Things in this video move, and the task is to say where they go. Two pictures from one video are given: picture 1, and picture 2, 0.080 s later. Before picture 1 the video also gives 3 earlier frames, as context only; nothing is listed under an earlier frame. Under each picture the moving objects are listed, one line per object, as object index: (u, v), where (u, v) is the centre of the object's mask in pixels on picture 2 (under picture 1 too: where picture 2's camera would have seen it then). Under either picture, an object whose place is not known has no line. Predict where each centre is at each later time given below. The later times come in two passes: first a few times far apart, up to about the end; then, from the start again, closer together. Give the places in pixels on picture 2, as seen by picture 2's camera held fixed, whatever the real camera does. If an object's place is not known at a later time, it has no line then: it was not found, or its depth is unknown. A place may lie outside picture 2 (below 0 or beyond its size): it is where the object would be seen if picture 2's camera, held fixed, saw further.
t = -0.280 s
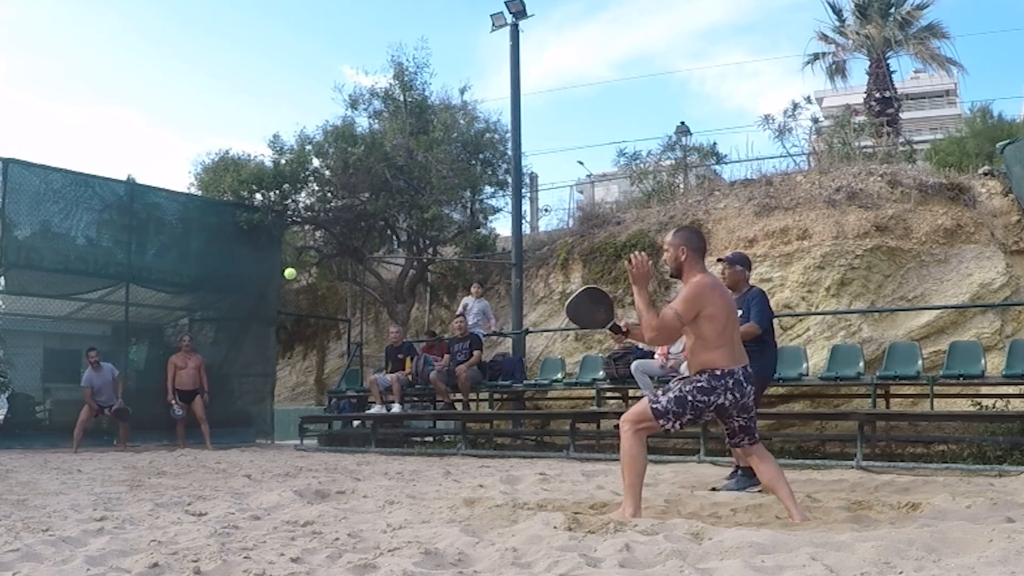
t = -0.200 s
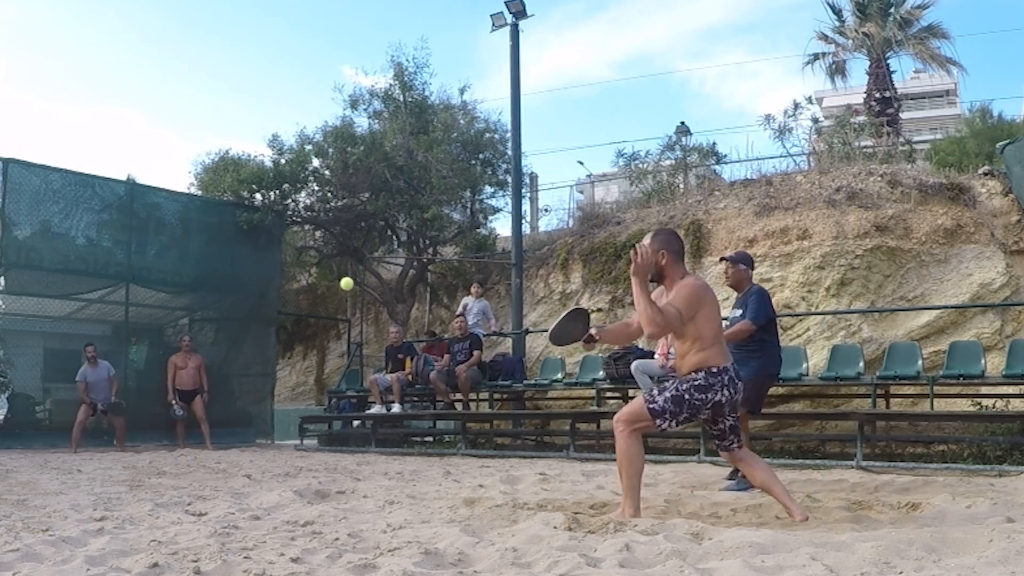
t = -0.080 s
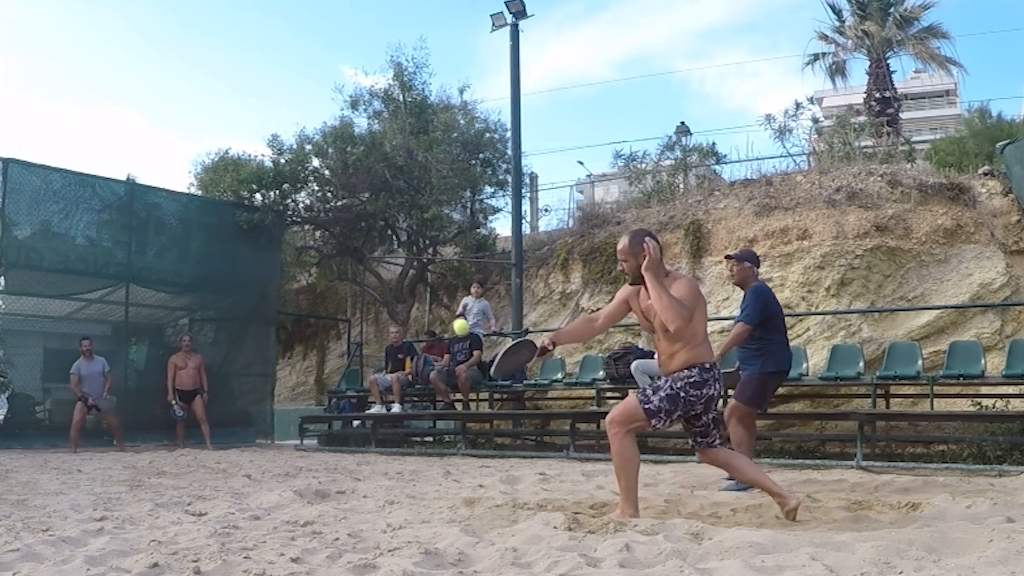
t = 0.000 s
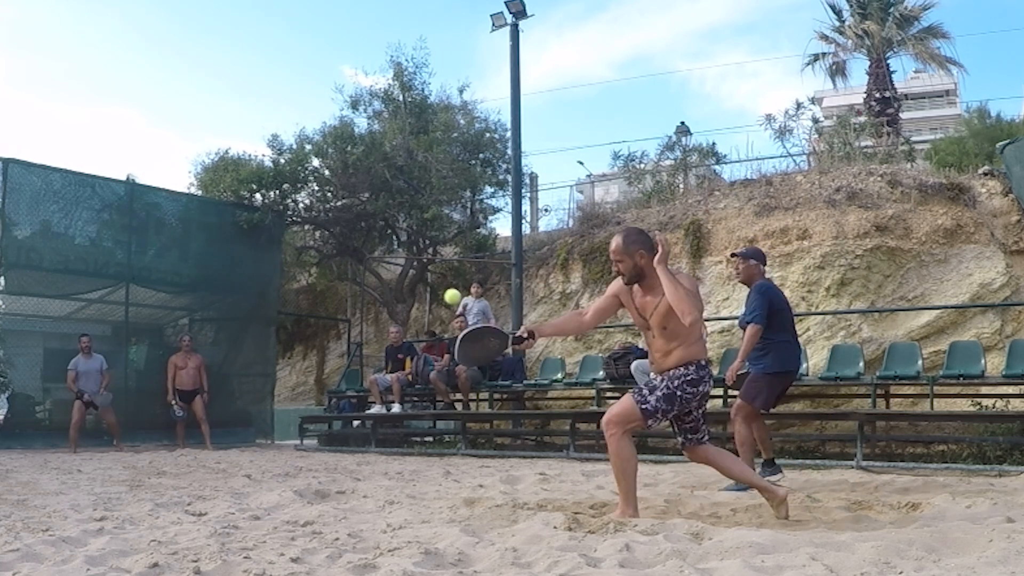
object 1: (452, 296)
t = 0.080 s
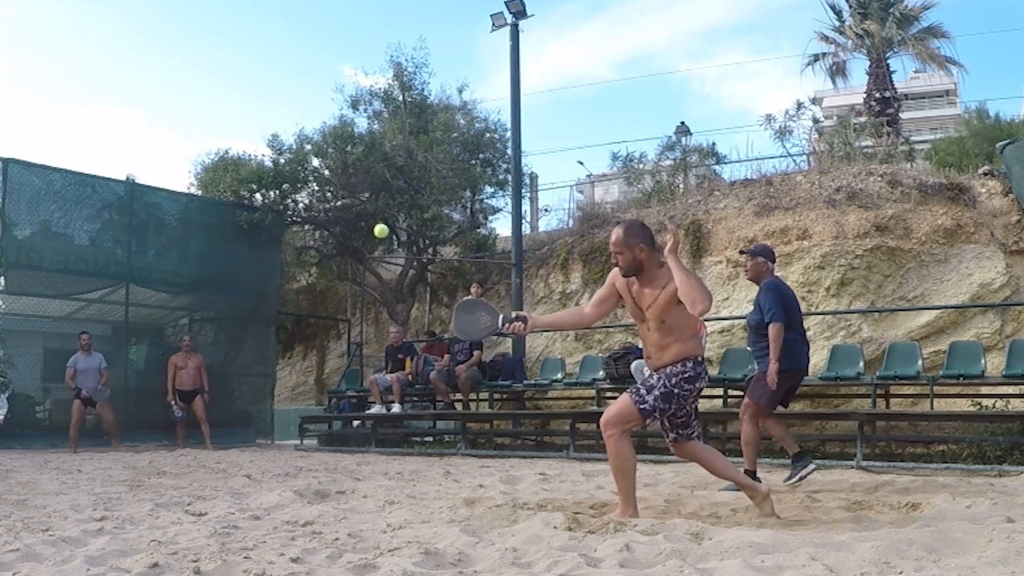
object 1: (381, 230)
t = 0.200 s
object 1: (299, 173)
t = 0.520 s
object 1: (163, 156)
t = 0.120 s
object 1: (350, 207)
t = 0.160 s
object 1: (324, 188)
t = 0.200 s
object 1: (299, 173)
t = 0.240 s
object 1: (277, 163)
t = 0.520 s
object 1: (163, 156)
